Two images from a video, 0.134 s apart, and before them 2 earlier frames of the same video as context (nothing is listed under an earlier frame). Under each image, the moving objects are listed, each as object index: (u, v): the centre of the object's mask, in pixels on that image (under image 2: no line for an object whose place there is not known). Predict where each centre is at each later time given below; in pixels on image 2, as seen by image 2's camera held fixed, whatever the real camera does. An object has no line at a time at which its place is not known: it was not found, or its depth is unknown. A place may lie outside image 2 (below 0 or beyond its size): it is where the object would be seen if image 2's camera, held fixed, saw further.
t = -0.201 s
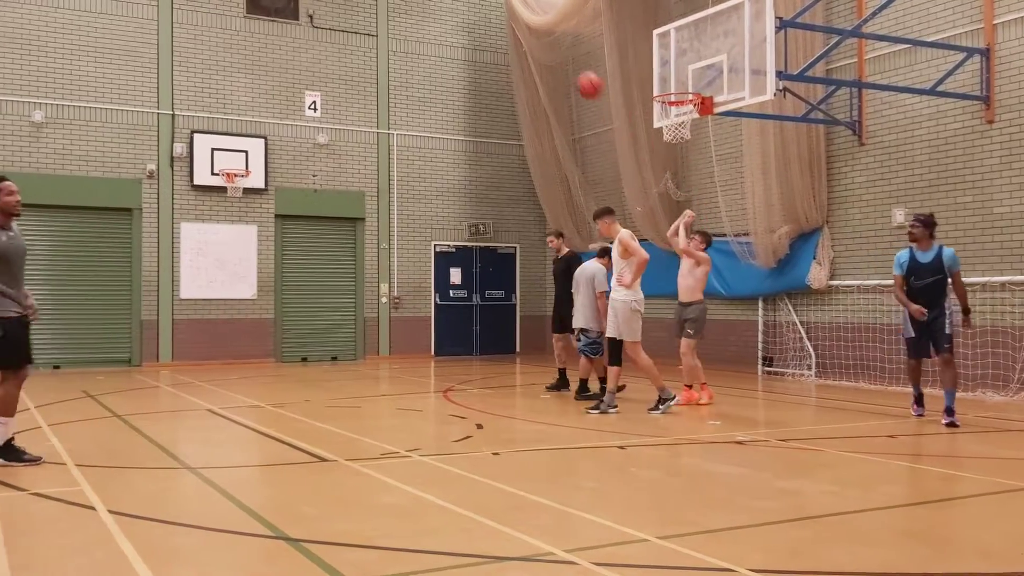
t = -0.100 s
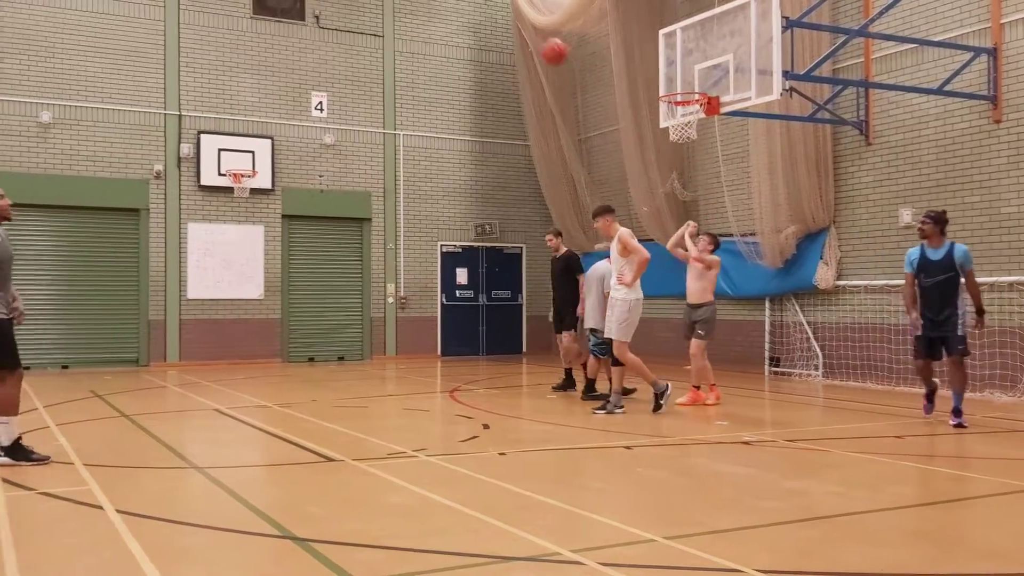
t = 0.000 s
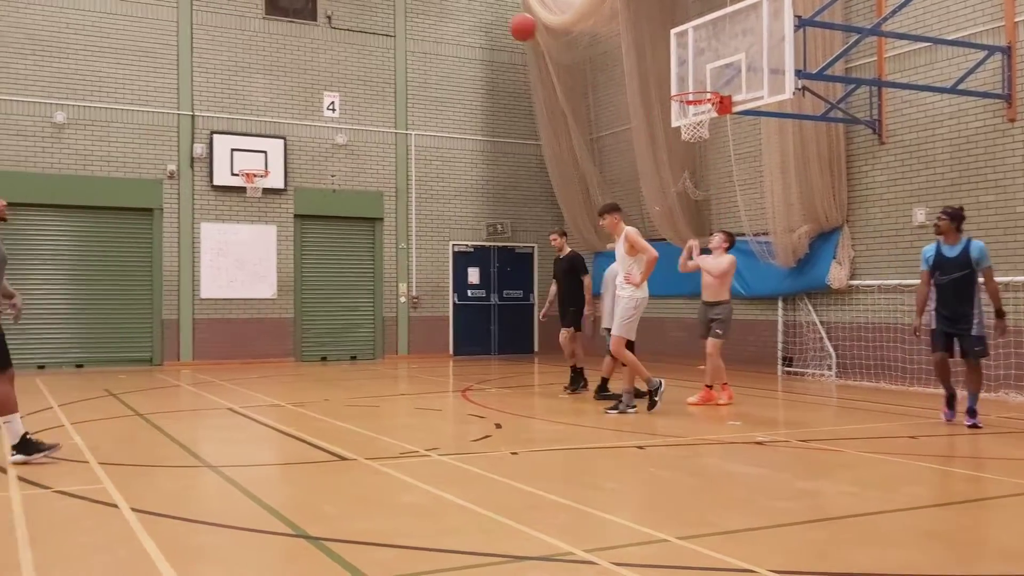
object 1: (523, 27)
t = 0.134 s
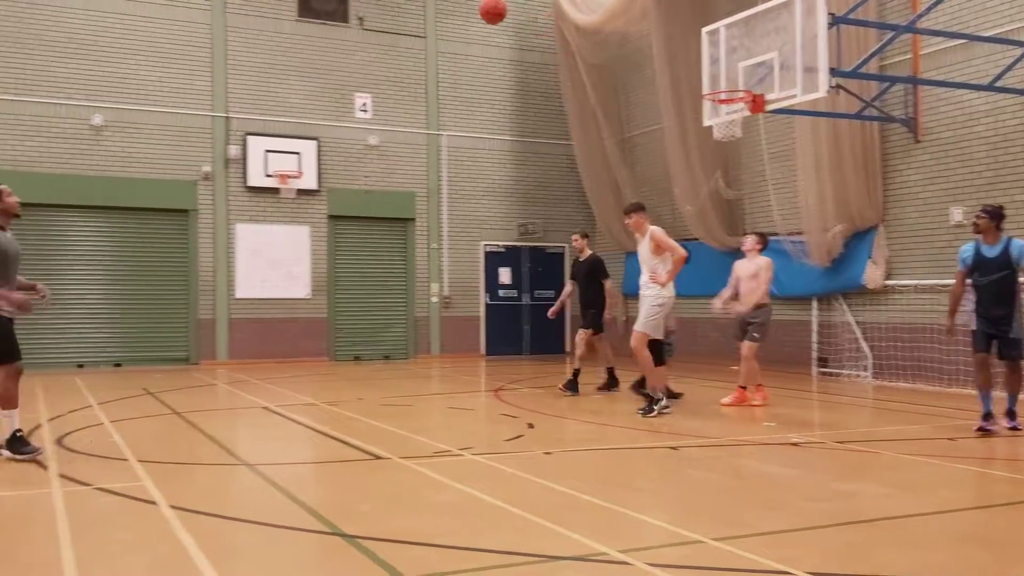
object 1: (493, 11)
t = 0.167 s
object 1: (478, 11)
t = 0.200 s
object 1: (463, 11)
